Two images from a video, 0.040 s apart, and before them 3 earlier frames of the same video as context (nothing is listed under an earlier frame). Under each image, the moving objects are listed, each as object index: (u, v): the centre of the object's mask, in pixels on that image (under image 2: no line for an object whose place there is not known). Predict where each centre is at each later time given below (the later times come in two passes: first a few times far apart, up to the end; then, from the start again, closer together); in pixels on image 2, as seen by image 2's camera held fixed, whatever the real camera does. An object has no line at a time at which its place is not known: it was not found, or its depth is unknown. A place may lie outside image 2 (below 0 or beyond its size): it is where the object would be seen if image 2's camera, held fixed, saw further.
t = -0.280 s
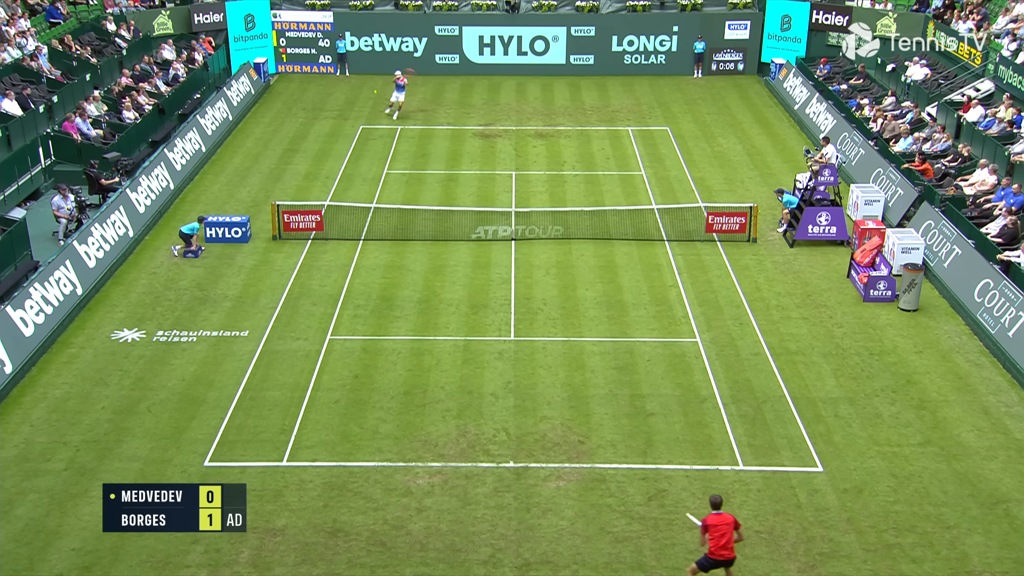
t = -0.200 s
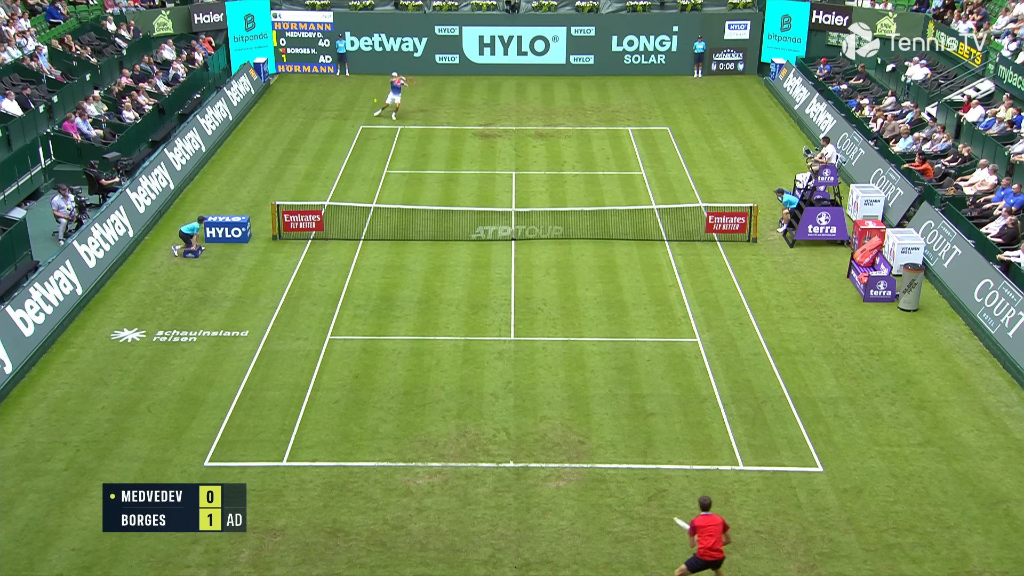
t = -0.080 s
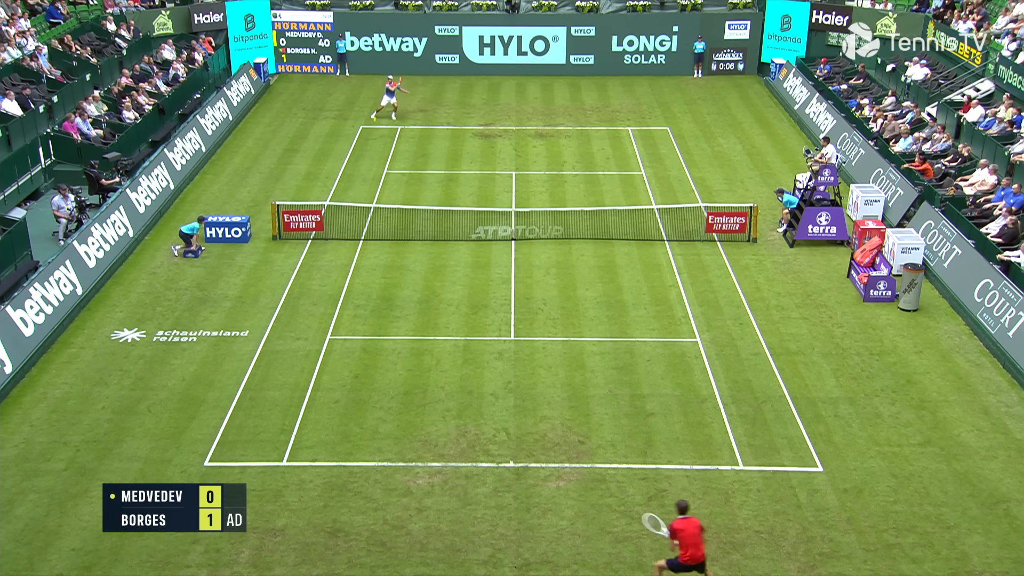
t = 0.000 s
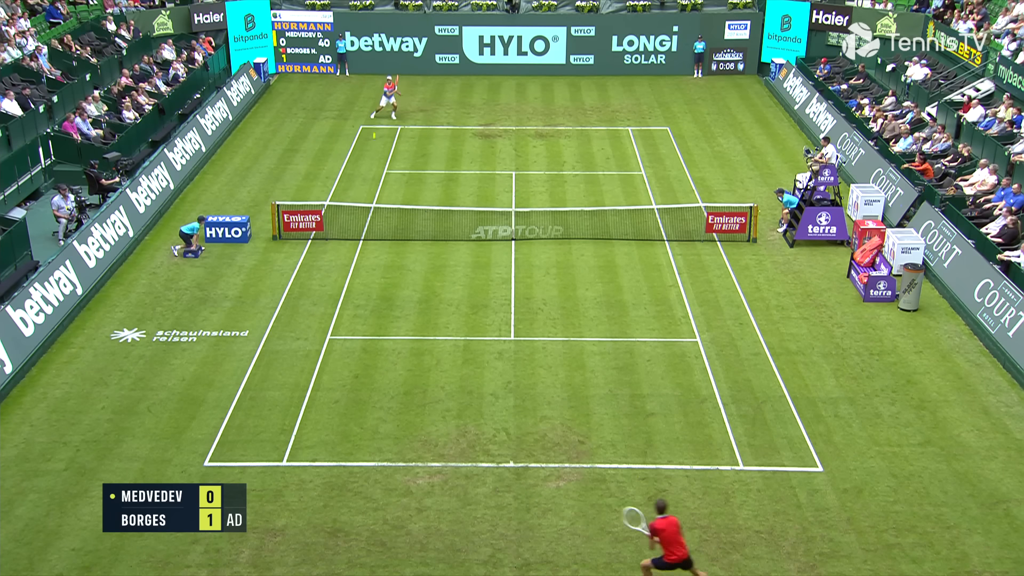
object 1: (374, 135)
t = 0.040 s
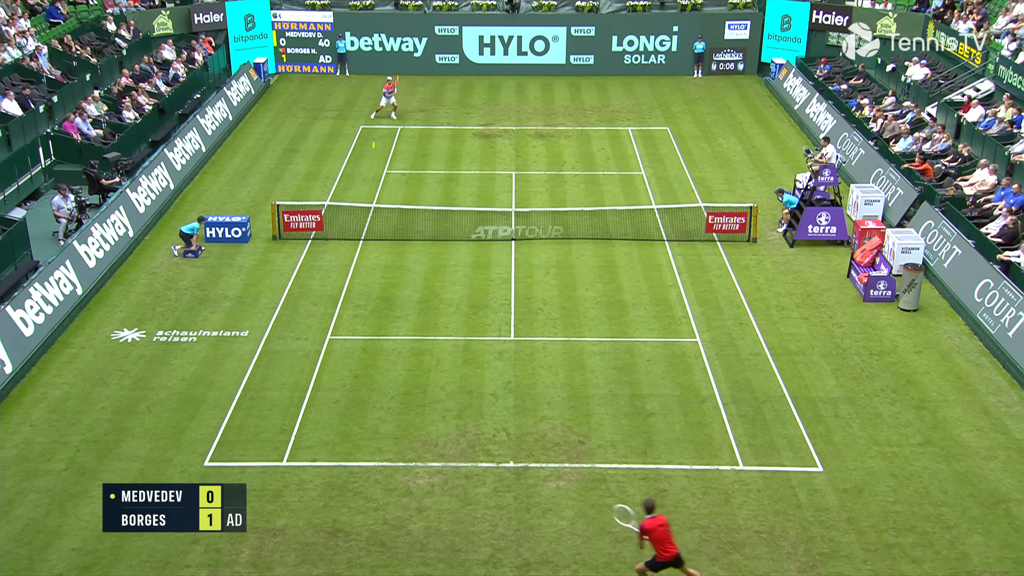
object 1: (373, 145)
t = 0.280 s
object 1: (368, 225)
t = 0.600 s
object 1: (356, 398)
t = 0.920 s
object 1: (347, 480)
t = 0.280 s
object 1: (368, 225)
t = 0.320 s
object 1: (368, 240)
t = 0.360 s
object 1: (366, 259)
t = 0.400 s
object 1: (365, 278)
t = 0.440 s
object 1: (363, 299)
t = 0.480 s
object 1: (362, 322)
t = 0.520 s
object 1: (360, 345)
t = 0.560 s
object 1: (358, 371)
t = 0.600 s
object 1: (356, 398)
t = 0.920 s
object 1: (347, 480)
